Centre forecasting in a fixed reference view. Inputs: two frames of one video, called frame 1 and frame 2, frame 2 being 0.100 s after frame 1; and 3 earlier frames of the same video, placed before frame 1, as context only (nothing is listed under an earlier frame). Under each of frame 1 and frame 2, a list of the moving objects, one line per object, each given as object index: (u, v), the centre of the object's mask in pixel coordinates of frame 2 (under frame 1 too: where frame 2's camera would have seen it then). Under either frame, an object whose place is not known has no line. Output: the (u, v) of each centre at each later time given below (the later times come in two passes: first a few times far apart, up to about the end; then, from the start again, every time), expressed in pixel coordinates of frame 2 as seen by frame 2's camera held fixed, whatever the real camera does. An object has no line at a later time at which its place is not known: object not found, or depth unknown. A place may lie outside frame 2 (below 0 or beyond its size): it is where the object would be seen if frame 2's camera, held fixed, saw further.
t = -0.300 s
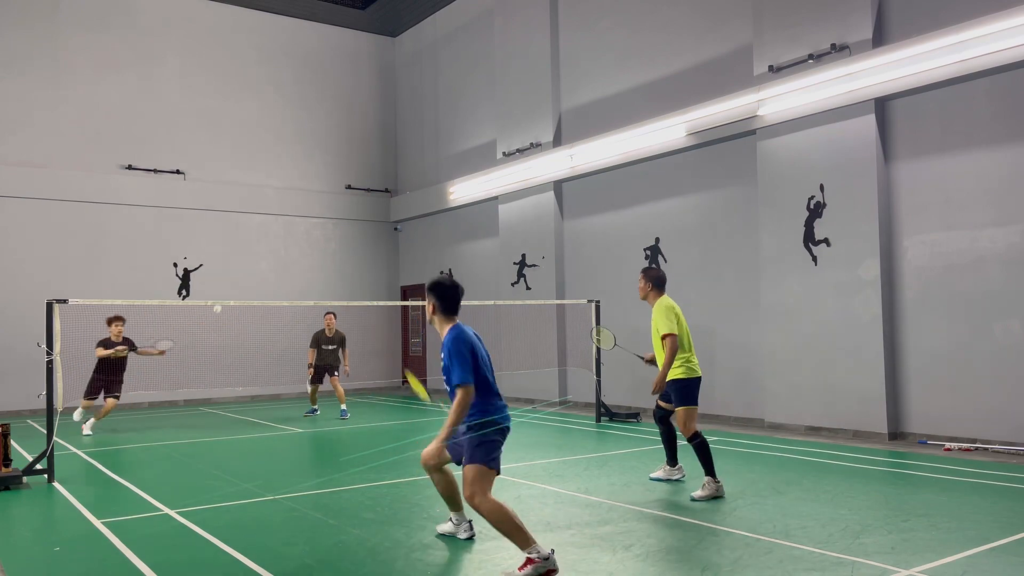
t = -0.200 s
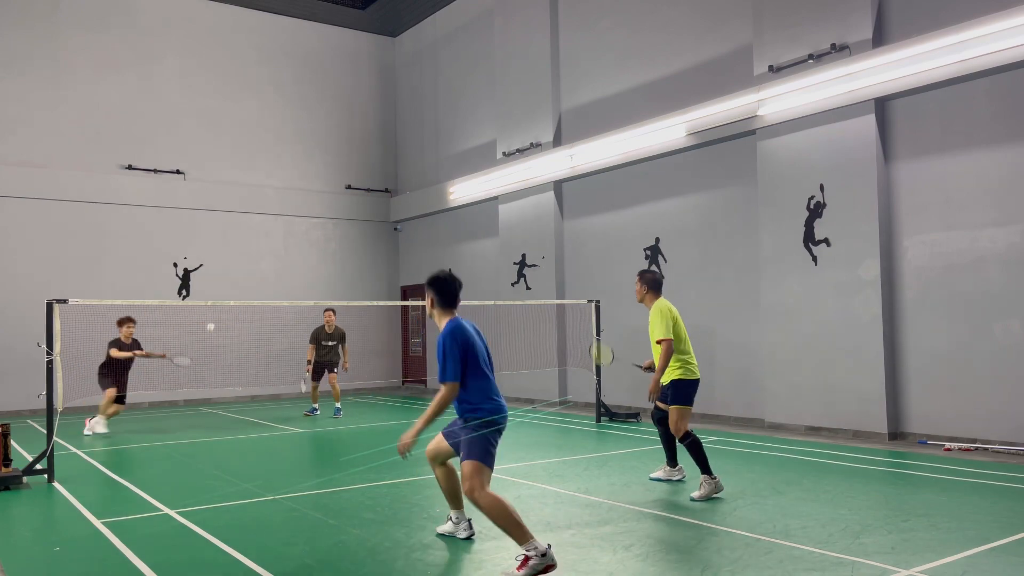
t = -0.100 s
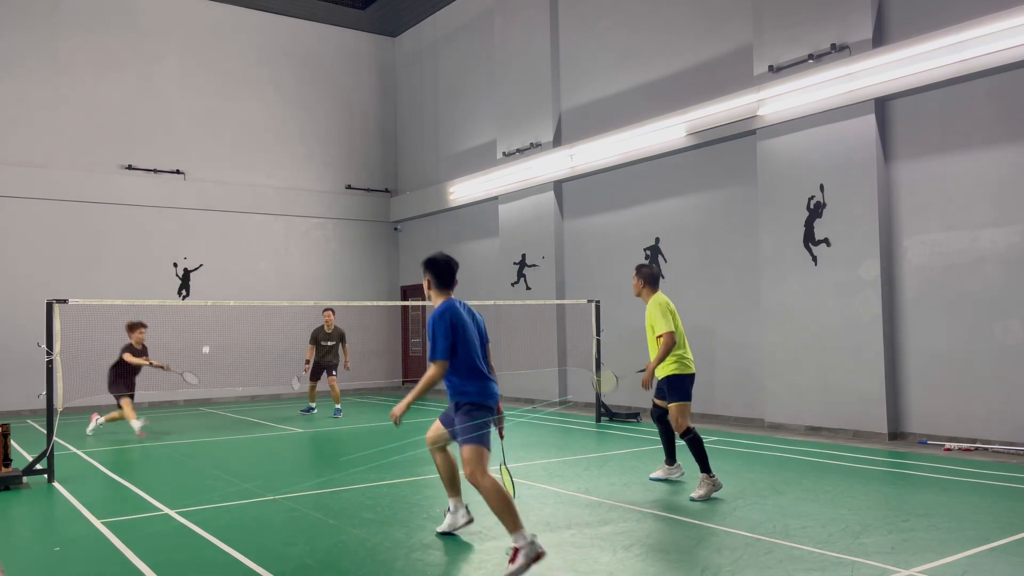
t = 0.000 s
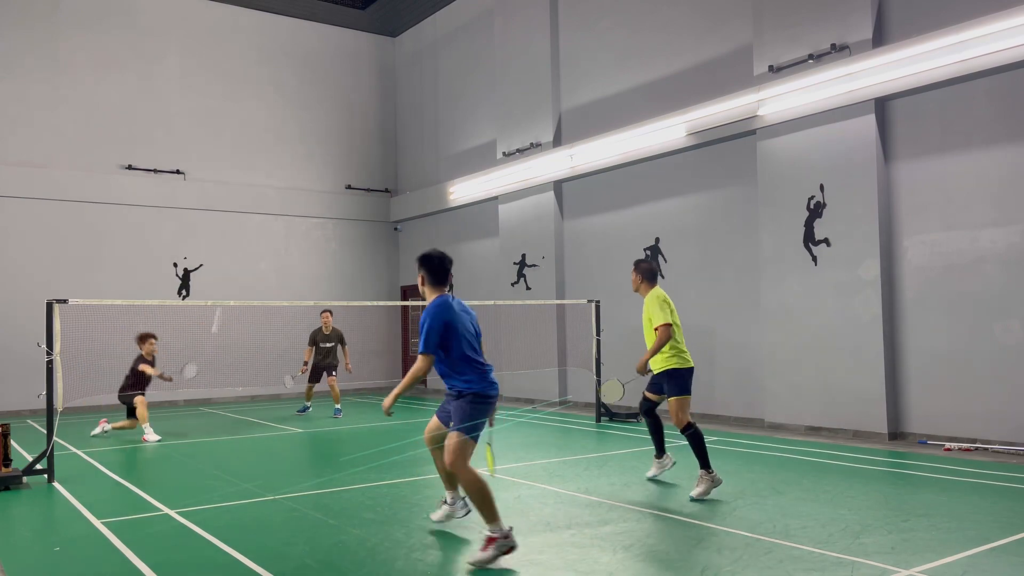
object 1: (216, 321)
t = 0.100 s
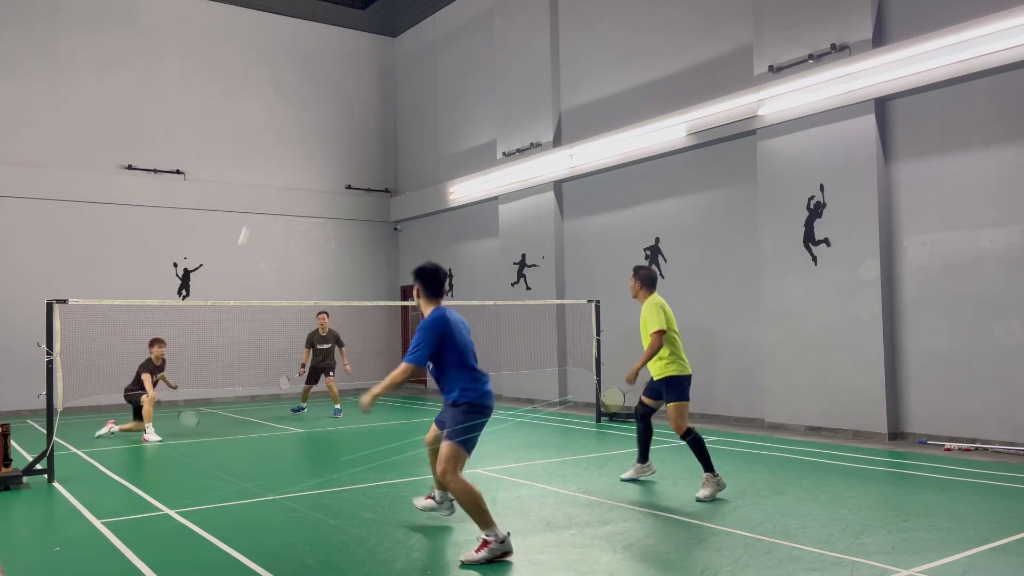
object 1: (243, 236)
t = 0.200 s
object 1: (267, 167)
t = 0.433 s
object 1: (321, 55)
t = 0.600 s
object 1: (361, 18)
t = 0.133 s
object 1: (252, 211)
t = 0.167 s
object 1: (259, 188)
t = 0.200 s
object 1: (267, 167)
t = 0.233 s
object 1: (275, 147)
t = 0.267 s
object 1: (282, 128)
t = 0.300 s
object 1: (290, 111)
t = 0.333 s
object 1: (298, 95)
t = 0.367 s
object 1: (306, 81)
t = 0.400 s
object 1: (313, 67)
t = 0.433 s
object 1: (321, 55)
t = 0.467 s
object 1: (329, 45)
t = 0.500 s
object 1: (337, 36)
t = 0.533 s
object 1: (345, 29)
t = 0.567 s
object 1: (353, 23)
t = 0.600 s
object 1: (361, 18)
